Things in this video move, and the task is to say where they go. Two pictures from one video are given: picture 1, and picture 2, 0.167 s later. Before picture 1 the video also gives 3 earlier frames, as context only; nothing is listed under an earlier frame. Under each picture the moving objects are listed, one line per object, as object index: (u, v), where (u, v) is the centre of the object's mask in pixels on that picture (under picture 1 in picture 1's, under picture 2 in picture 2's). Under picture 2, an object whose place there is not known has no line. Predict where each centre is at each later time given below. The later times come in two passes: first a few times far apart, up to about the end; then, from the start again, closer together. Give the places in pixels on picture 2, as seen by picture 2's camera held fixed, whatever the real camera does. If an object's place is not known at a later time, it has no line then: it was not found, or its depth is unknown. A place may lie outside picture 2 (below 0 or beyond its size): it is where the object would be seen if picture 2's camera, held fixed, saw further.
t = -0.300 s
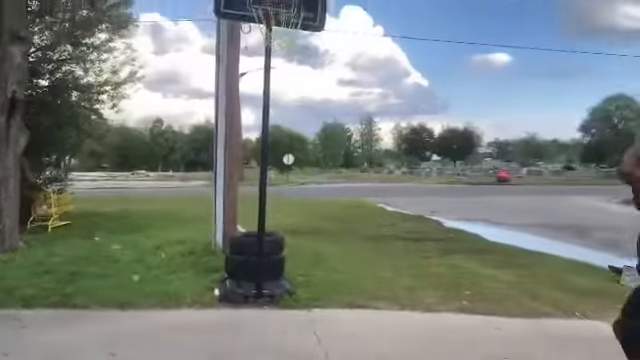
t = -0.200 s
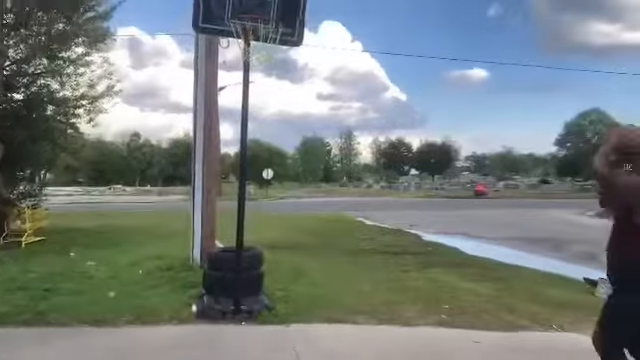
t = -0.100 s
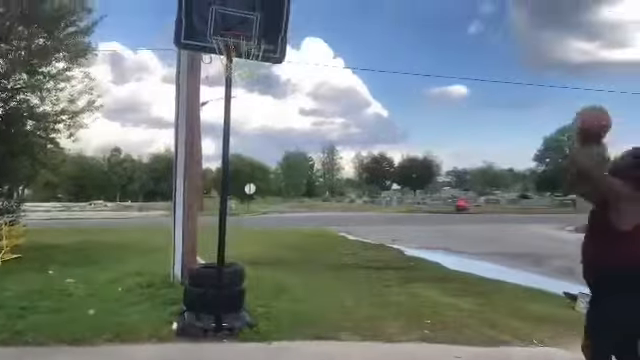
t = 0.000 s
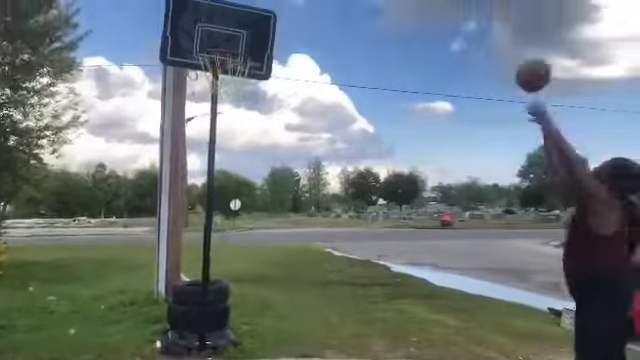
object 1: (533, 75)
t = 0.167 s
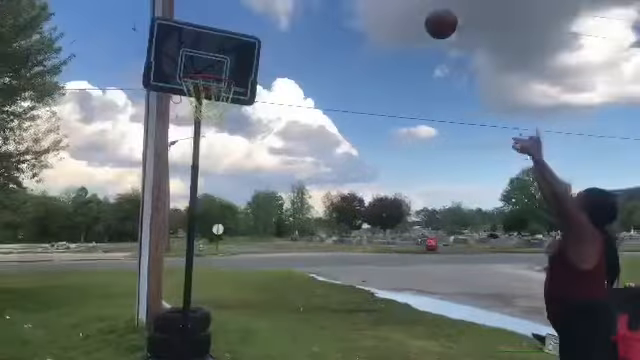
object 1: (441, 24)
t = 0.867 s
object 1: (220, 69)
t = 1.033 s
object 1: (195, 95)
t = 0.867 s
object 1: (220, 69)
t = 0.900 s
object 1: (210, 79)
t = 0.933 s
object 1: (210, 81)
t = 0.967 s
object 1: (208, 81)
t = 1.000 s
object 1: (201, 84)
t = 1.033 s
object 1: (195, 95)
